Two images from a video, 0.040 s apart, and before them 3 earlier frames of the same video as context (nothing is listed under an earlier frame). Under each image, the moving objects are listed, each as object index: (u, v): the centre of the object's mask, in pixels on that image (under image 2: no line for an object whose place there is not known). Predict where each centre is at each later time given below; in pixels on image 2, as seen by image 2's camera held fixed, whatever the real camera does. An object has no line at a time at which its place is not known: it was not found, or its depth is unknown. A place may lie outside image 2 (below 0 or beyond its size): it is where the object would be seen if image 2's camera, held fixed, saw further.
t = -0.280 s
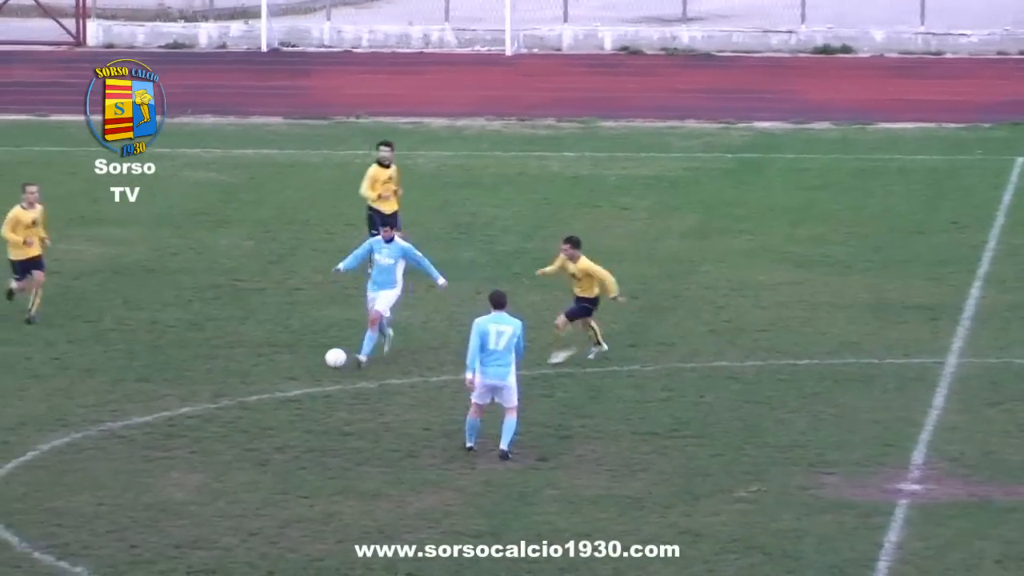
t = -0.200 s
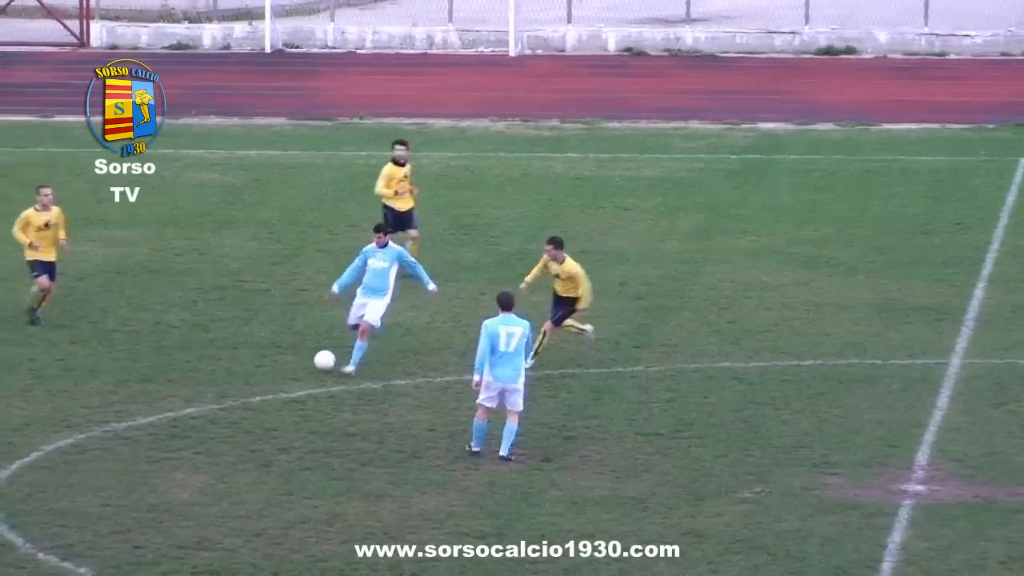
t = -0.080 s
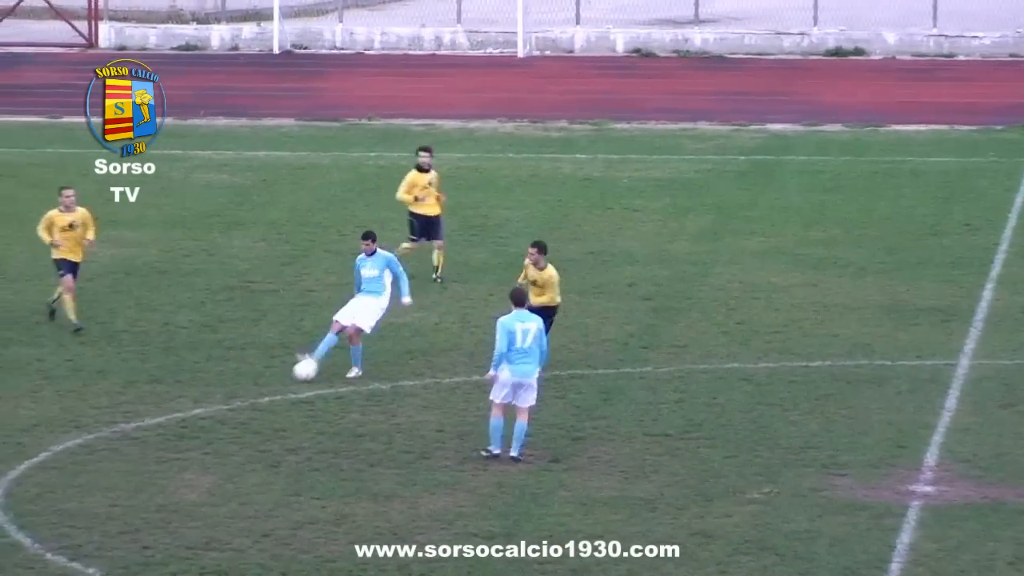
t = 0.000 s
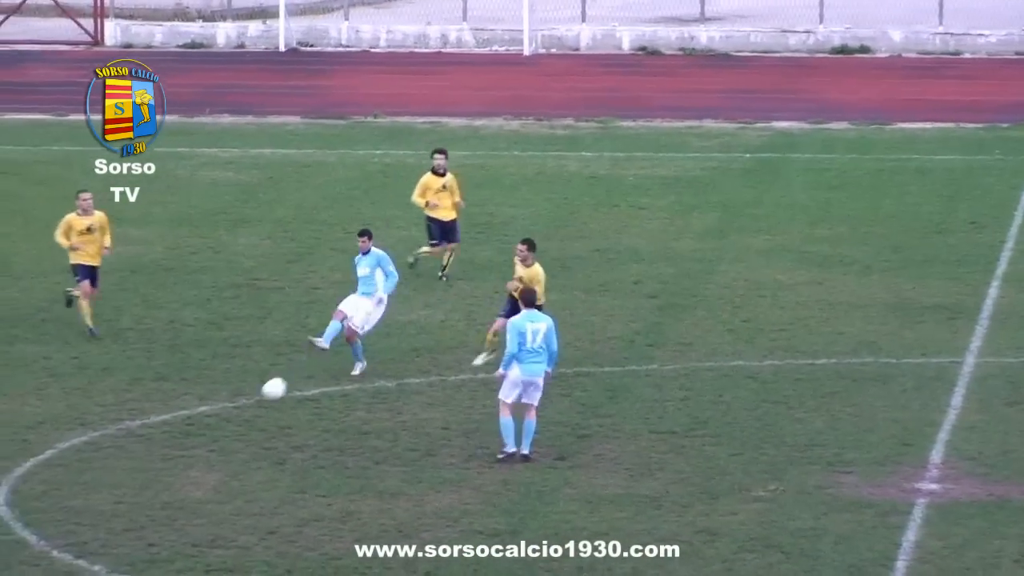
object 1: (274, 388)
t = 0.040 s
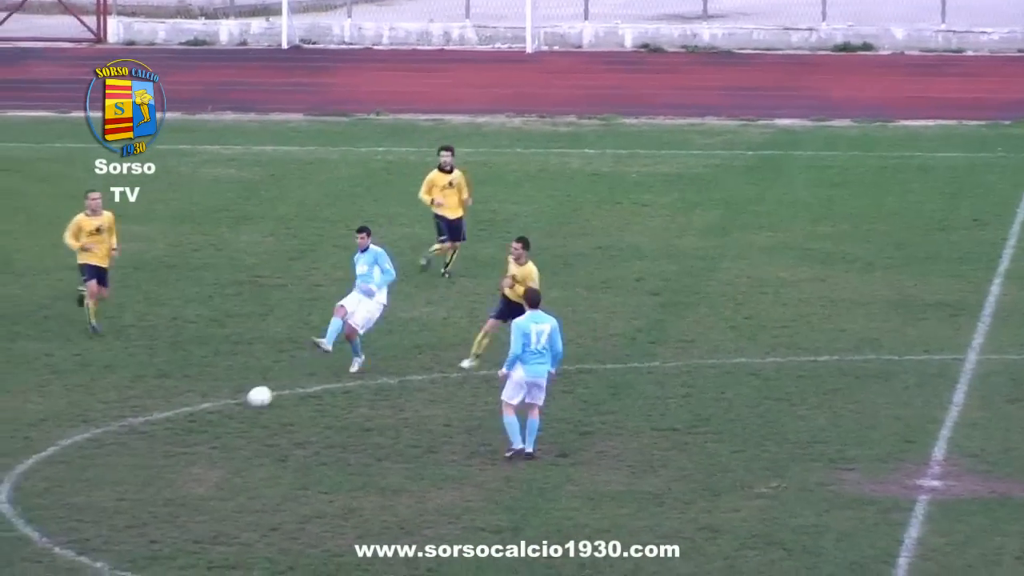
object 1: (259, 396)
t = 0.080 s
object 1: (244, 404)
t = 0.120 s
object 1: (229, 414)
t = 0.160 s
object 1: (214, 427)
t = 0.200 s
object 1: (200, 435)
